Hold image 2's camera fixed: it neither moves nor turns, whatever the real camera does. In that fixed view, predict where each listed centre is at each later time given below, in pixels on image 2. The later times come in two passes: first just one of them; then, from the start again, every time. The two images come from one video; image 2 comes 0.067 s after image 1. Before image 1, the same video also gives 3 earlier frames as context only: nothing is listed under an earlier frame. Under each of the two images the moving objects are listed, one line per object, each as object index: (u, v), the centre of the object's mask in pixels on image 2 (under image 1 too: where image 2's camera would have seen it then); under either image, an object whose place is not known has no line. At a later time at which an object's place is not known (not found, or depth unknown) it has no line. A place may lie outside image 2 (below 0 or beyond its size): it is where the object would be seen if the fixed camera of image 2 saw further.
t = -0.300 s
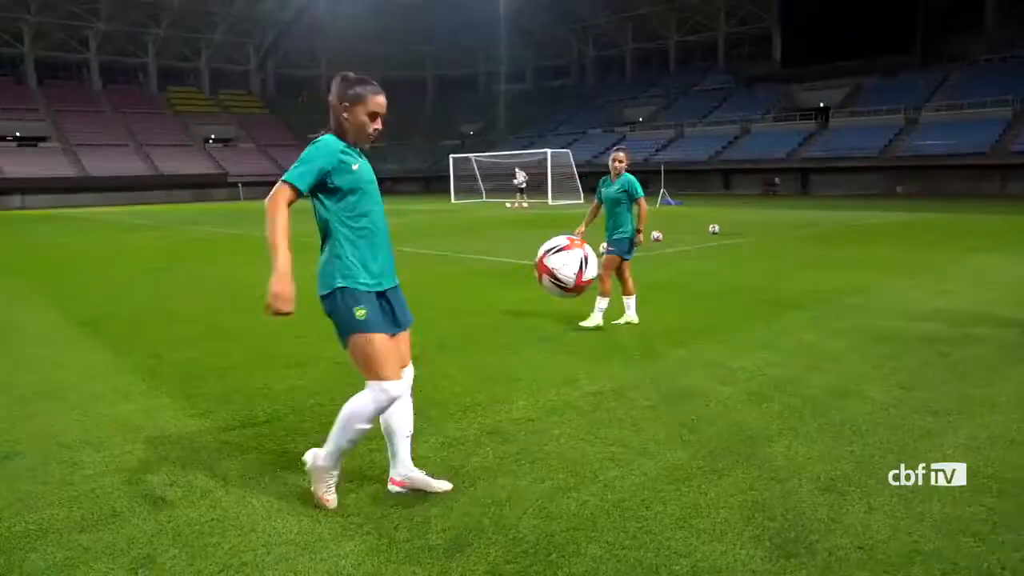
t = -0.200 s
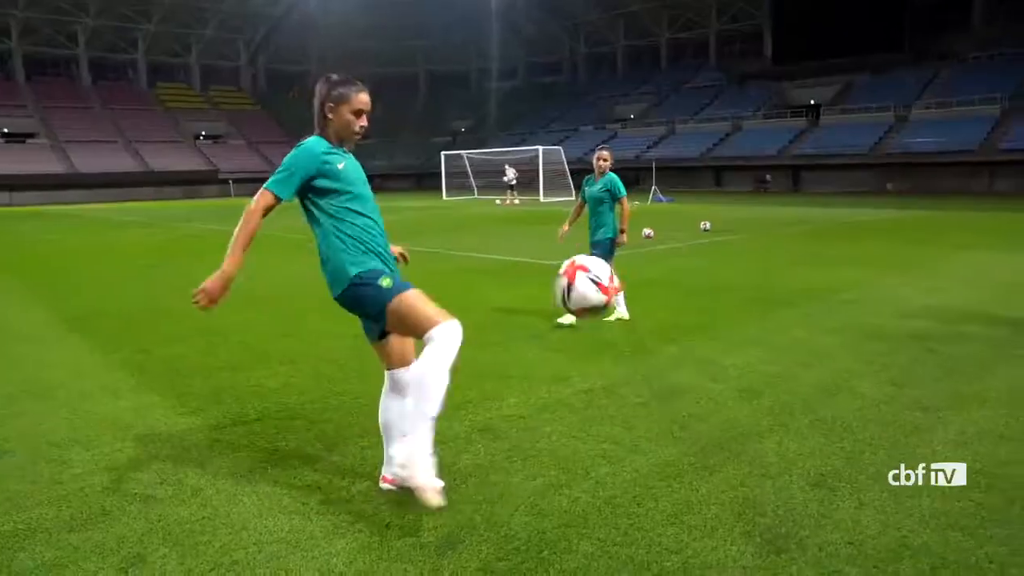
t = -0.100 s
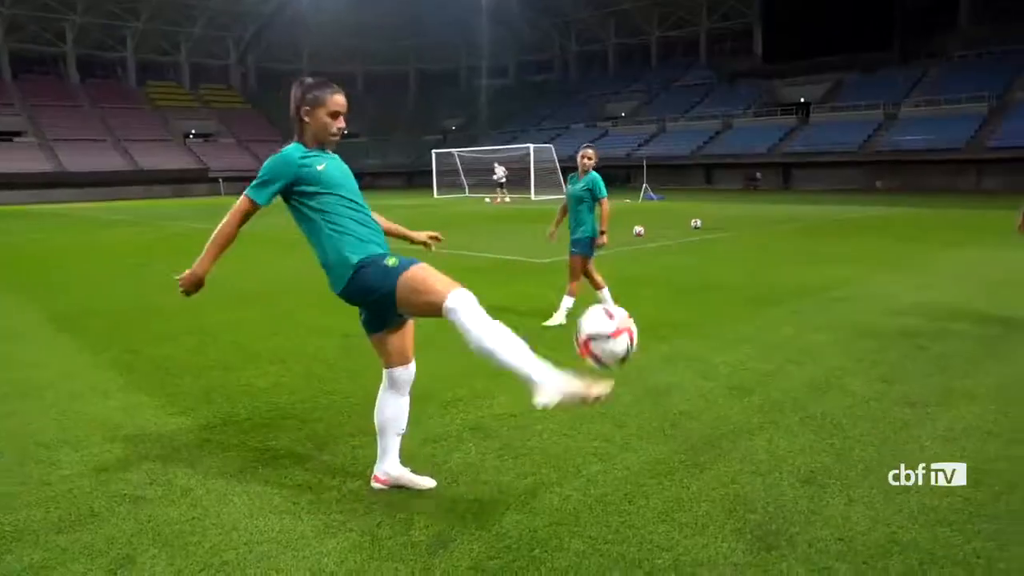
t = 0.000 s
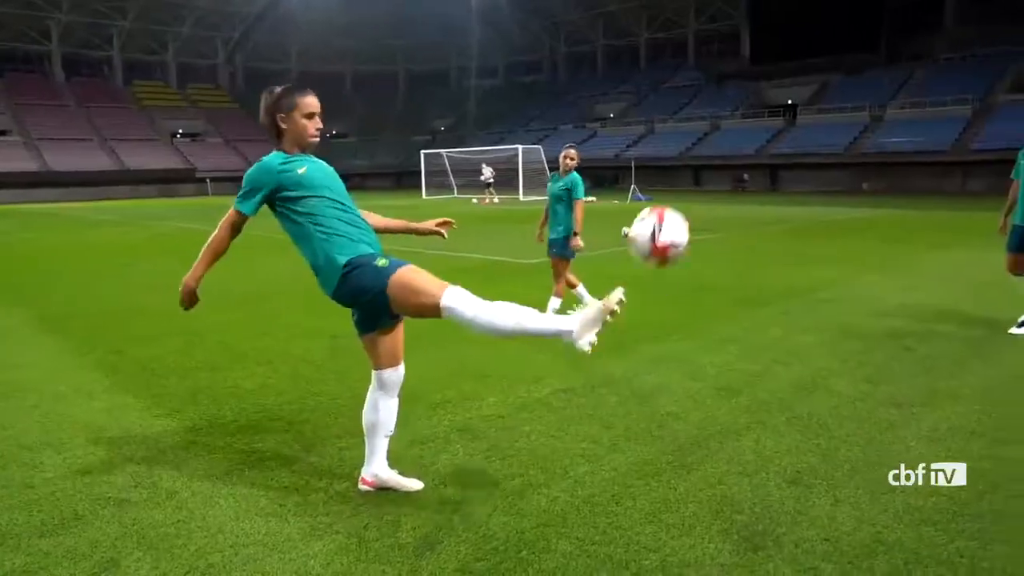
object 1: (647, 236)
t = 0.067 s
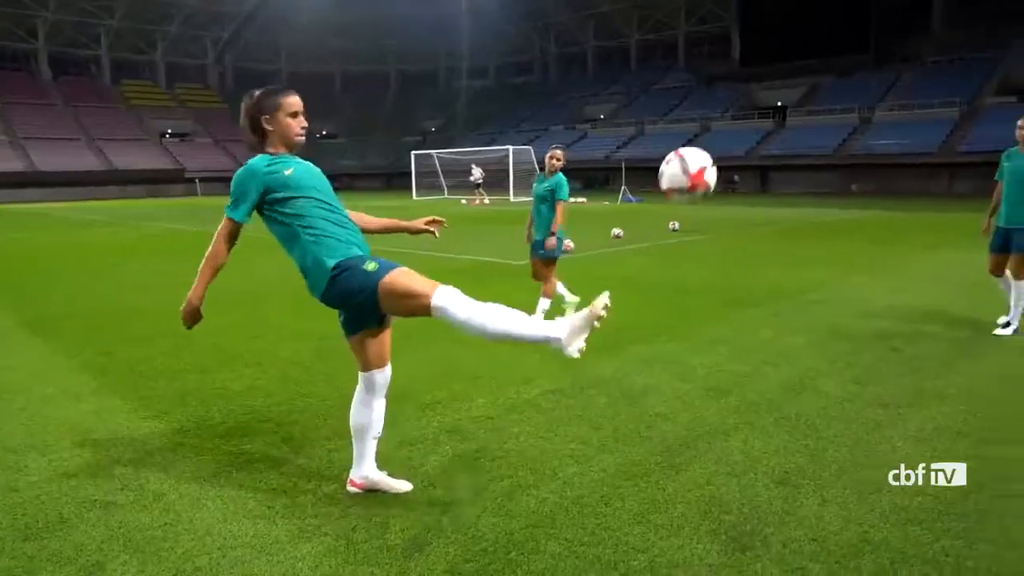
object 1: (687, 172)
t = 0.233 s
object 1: (765, 92)
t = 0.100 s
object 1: (705, 151)
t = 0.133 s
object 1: (722, 130)
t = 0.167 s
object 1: (736, 115)
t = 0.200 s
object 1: (752, 101)
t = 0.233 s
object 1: (765, 92)
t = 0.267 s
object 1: (778, 85)
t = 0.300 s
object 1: (790, 80)
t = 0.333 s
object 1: (801, 78)
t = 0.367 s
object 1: (812, 78)
